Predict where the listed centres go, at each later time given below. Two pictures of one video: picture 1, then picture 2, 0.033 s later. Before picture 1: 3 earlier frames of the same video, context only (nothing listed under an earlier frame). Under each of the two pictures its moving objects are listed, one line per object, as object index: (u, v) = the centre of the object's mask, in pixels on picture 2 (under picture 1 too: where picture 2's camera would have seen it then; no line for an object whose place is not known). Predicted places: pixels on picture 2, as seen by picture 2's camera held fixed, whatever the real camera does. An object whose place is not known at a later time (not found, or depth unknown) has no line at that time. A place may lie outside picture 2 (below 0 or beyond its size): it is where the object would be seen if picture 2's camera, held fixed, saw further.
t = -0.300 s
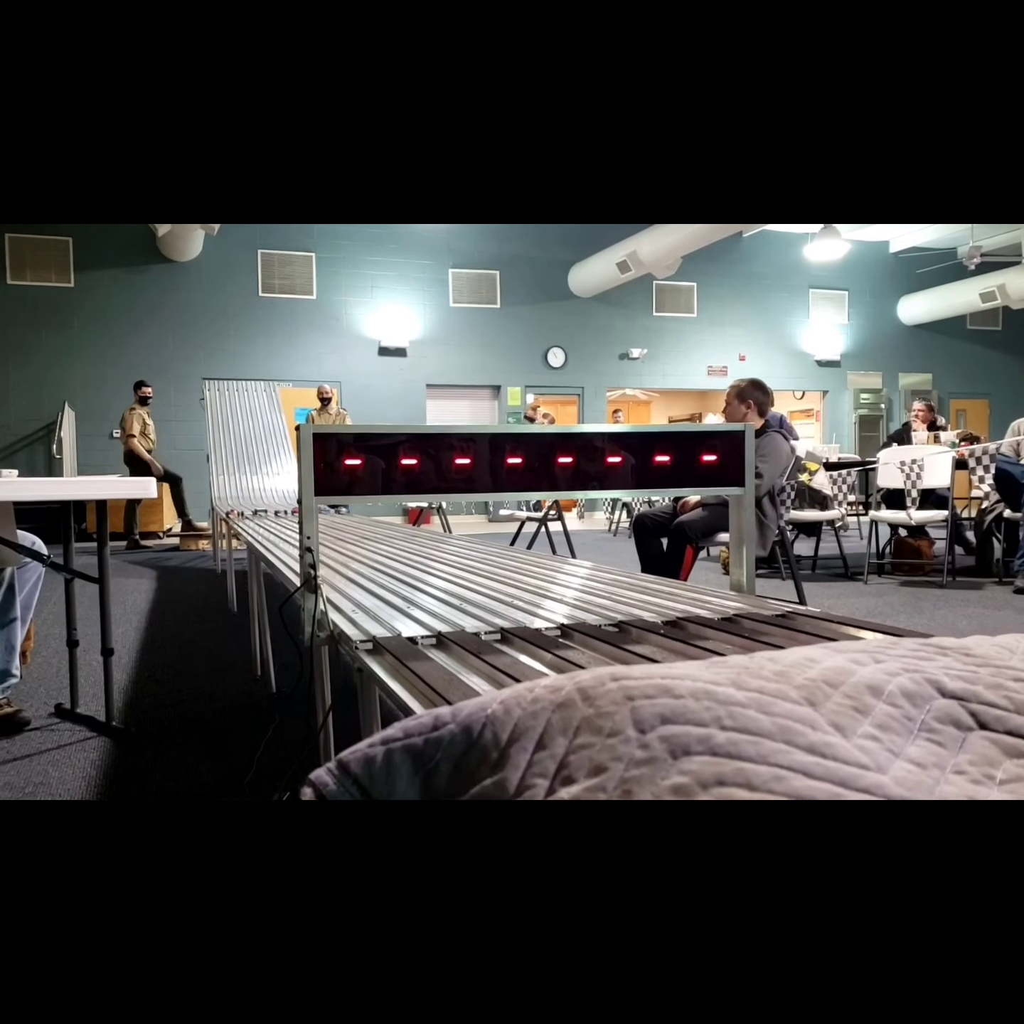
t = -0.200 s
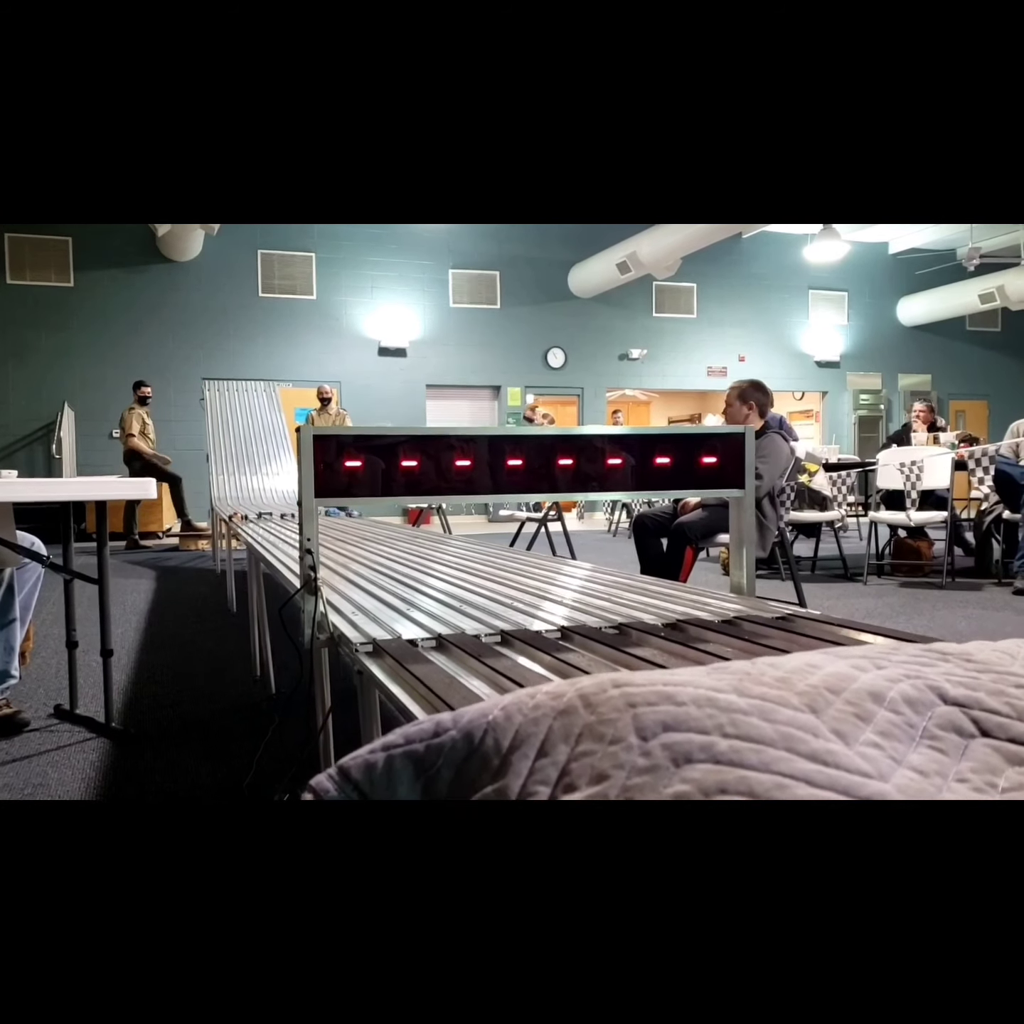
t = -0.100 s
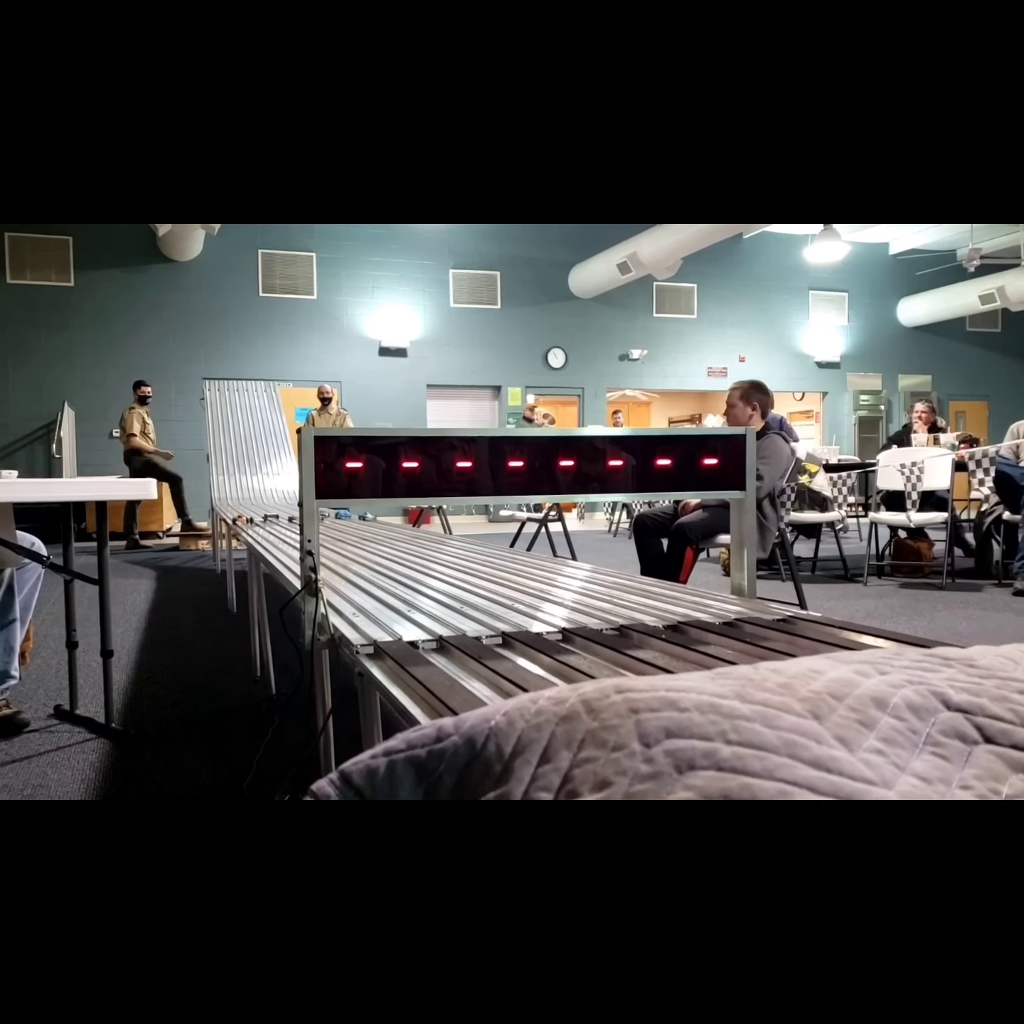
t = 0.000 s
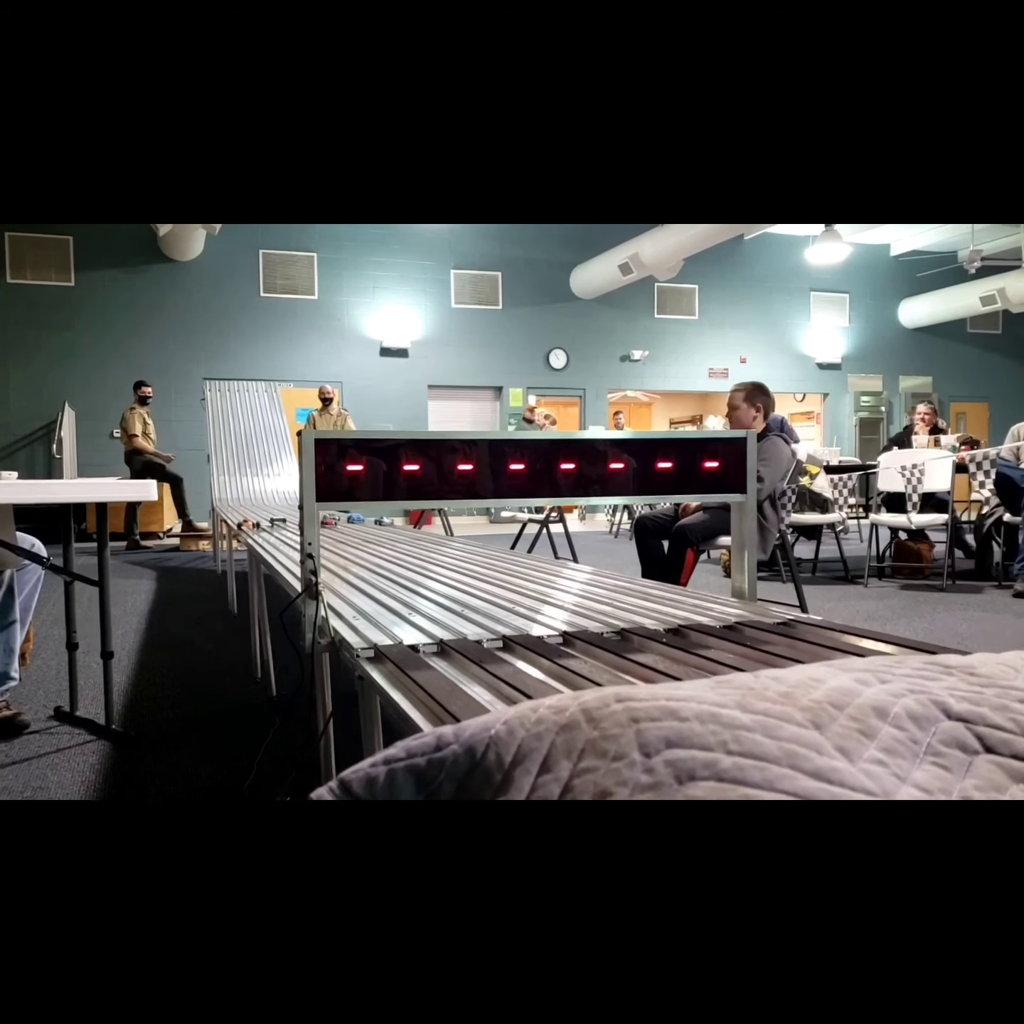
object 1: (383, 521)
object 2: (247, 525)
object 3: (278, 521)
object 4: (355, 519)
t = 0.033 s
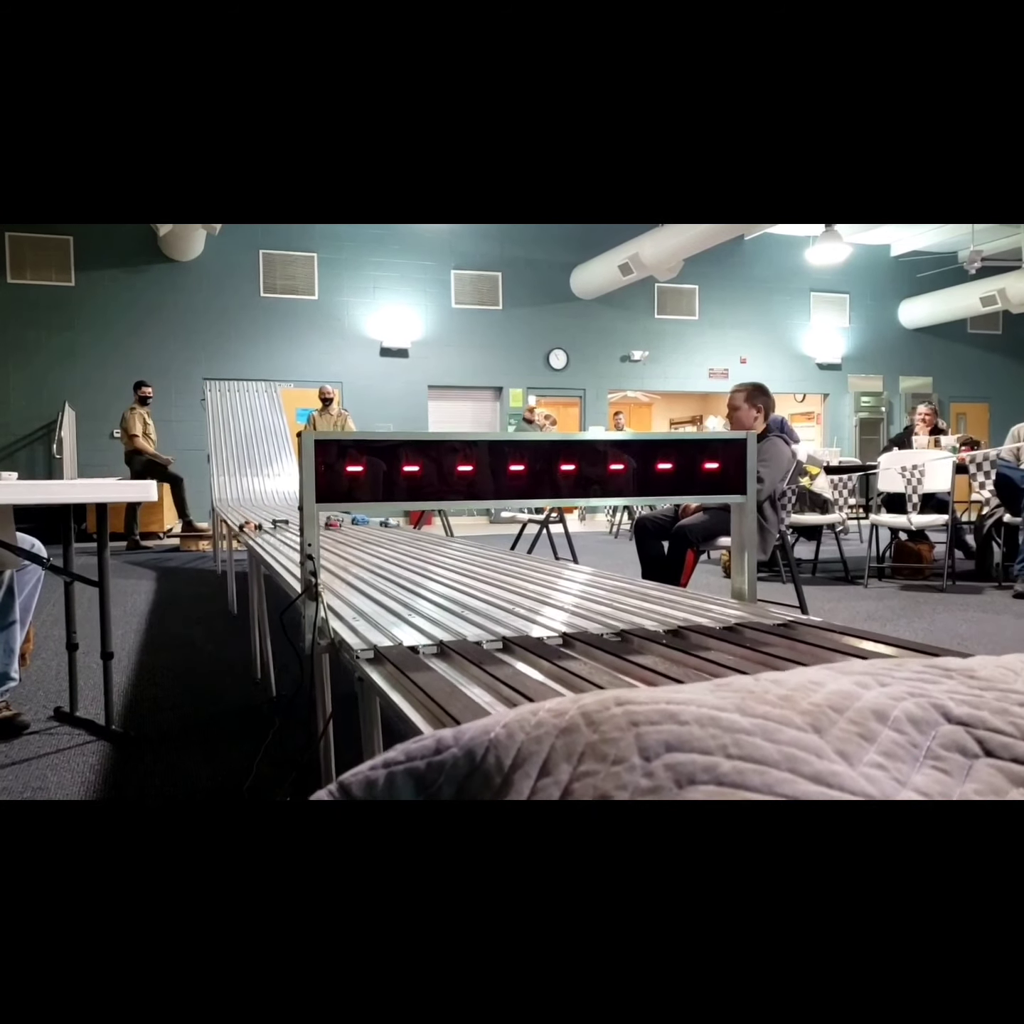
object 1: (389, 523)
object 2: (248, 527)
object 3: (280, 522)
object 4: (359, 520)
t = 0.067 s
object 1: (394, 525)
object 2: (250, 528)
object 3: (282, 523)
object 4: (364, 522)
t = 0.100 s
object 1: (401, 526)
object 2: (253, 531)
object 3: (285, 525)
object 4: (368, 524)
